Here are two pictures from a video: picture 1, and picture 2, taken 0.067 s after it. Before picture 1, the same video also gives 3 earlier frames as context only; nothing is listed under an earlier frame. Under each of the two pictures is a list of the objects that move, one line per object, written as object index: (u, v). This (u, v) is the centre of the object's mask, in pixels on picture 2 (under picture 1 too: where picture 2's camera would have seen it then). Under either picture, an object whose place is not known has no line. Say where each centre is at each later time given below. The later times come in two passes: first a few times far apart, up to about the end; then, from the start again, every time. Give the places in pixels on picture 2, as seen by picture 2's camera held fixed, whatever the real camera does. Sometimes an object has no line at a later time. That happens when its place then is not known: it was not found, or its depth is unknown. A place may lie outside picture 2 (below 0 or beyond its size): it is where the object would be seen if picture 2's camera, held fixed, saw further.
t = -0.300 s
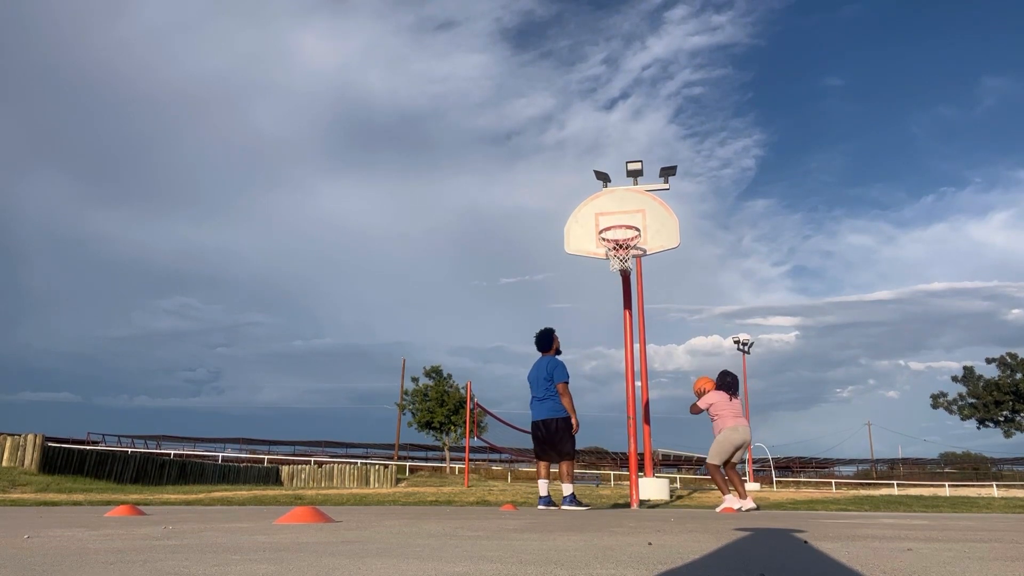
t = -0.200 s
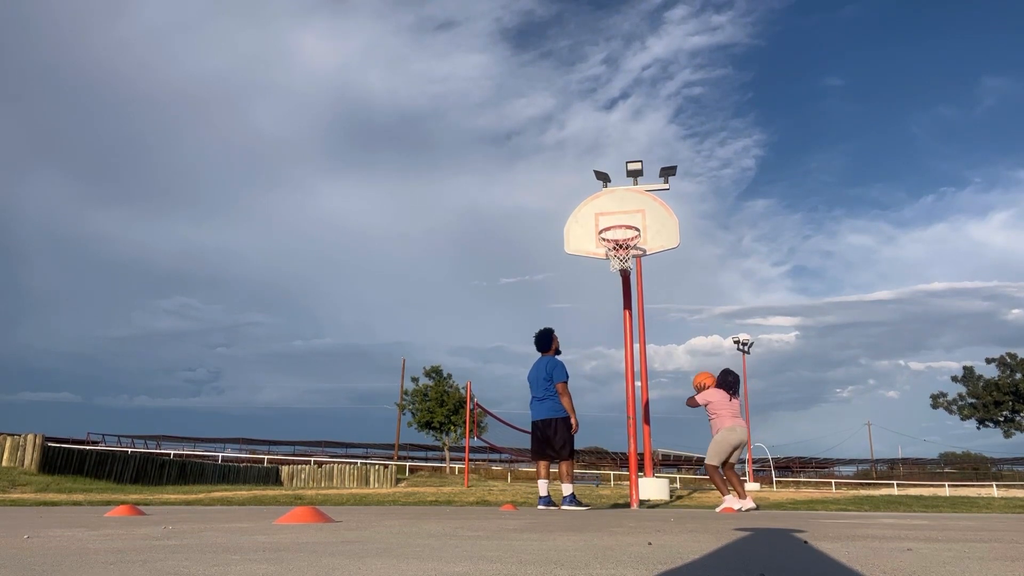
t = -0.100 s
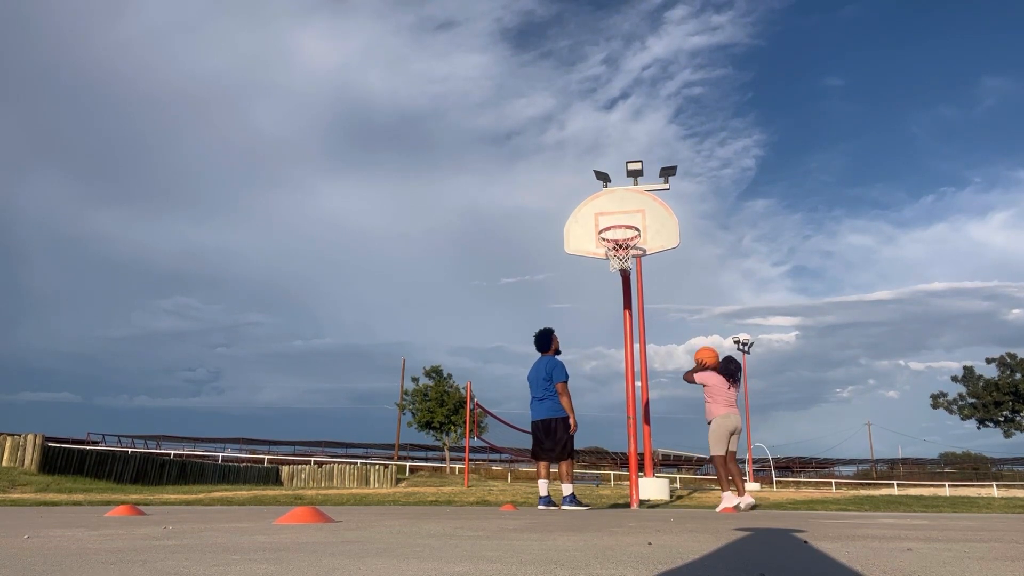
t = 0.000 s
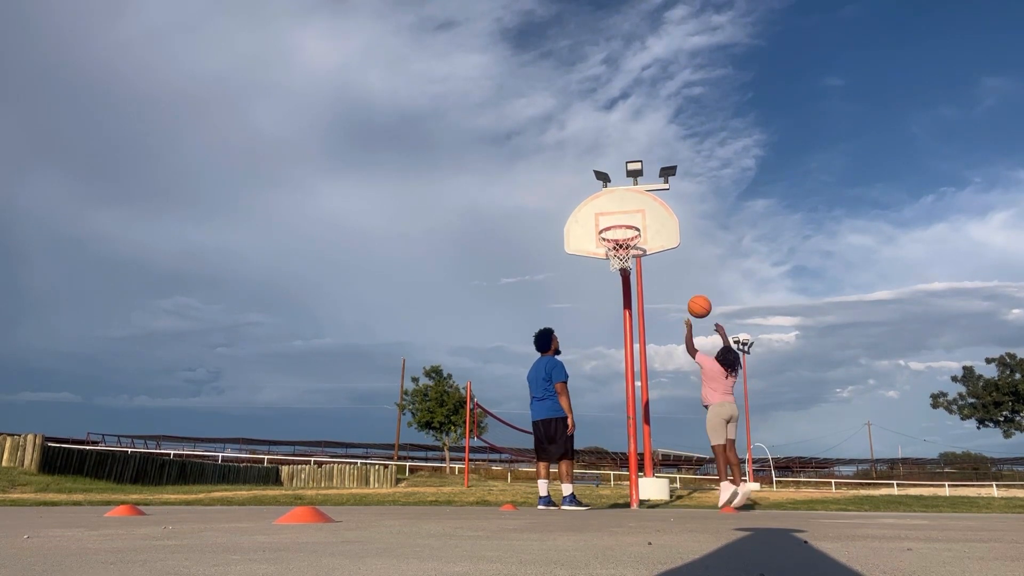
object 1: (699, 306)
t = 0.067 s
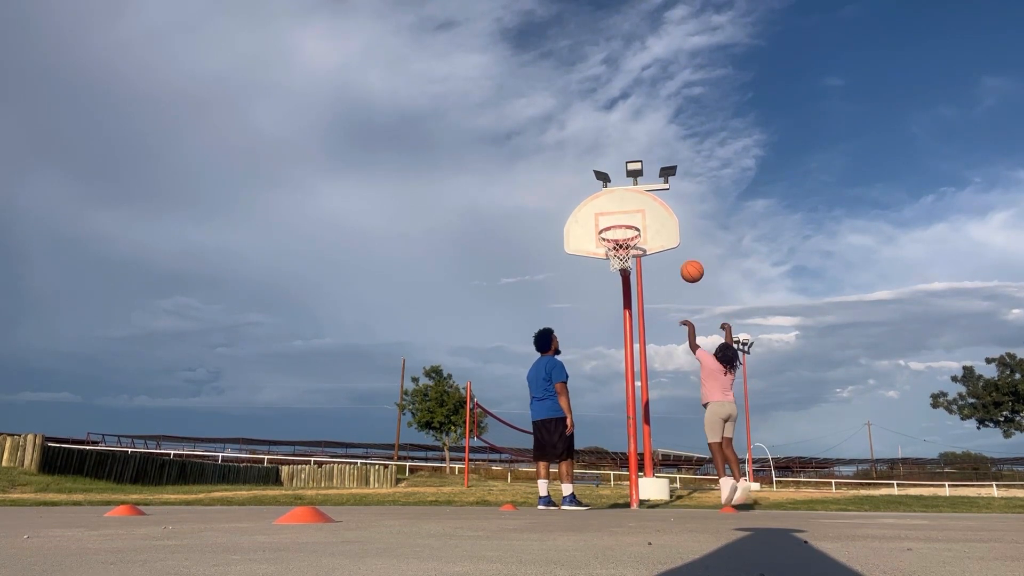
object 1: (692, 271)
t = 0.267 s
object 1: (672, 196)
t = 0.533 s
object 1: (651, 154)
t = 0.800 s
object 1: (634, 167)
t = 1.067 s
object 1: (619, 219)
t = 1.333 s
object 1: (601, 224)
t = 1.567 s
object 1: (589, 223)
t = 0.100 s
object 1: (688, 255)
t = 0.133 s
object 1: (685, 241)
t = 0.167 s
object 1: (682, 228)
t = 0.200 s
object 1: (678, 216)
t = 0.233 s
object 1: (675, 205)
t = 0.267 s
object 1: (672, 196)
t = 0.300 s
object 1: (669, 187)
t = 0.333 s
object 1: (666, 179)
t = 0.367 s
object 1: (664, 173)
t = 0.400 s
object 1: (661, 167)
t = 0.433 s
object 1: (658, 163)
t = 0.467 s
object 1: (656, 159)
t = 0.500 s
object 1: (653, 156)
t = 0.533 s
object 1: (651, 154)
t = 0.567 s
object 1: (648, 152)
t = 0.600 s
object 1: (646, 152)
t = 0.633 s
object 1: (644, 152)
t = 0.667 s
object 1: (642, 154)
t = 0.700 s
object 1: (640, 156)
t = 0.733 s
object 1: (638, 158)
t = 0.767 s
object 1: (636, 162)
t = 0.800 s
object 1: (634, 167)
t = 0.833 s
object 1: (632, 172)
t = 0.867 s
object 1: (630, 178)
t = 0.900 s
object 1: (628, 185)
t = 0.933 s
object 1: (626, 193)
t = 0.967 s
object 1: (625, 202)
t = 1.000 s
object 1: (623, 212)
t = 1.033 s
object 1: (621, 219)
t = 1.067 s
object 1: (619, 219)
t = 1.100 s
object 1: (616, 220)
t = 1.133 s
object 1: (614, 221)
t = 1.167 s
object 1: (611, 222)
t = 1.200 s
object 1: (608, 223)
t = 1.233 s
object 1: (605, 225)
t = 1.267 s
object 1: (604, 225)
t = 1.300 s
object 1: (602, 225)
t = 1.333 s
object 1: (601, 224)
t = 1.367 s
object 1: (600, 224)
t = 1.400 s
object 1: (598, 225)
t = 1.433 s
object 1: (597, 226)
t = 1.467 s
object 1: (595, 224)
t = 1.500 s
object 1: (593, 223)
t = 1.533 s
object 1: (591, 223)
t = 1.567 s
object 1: (589, 223)
